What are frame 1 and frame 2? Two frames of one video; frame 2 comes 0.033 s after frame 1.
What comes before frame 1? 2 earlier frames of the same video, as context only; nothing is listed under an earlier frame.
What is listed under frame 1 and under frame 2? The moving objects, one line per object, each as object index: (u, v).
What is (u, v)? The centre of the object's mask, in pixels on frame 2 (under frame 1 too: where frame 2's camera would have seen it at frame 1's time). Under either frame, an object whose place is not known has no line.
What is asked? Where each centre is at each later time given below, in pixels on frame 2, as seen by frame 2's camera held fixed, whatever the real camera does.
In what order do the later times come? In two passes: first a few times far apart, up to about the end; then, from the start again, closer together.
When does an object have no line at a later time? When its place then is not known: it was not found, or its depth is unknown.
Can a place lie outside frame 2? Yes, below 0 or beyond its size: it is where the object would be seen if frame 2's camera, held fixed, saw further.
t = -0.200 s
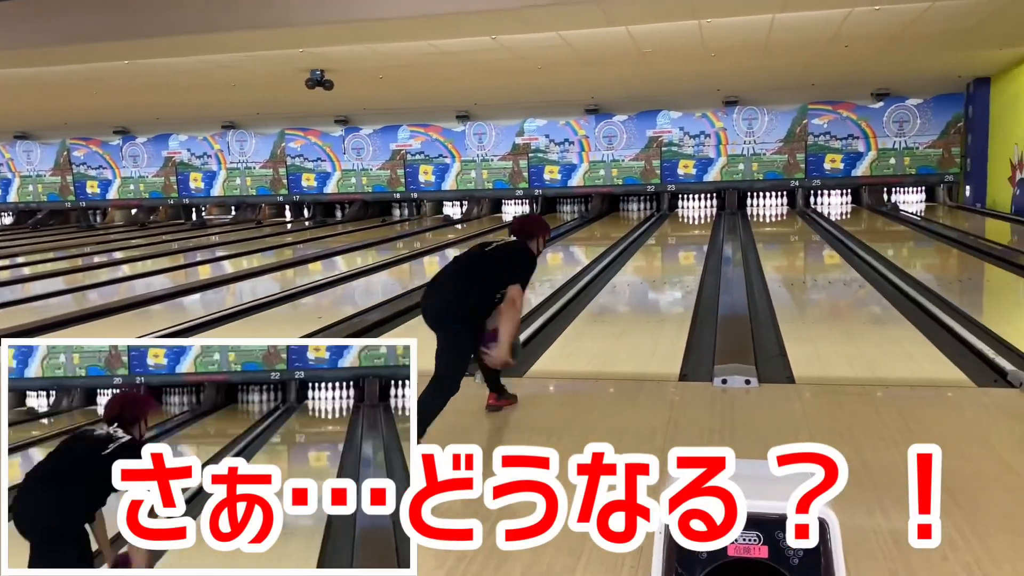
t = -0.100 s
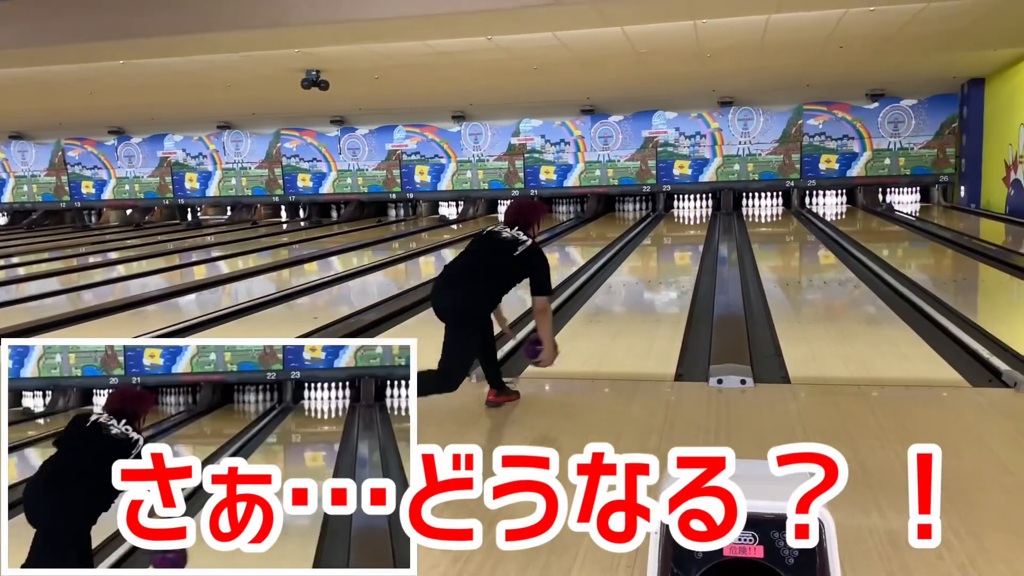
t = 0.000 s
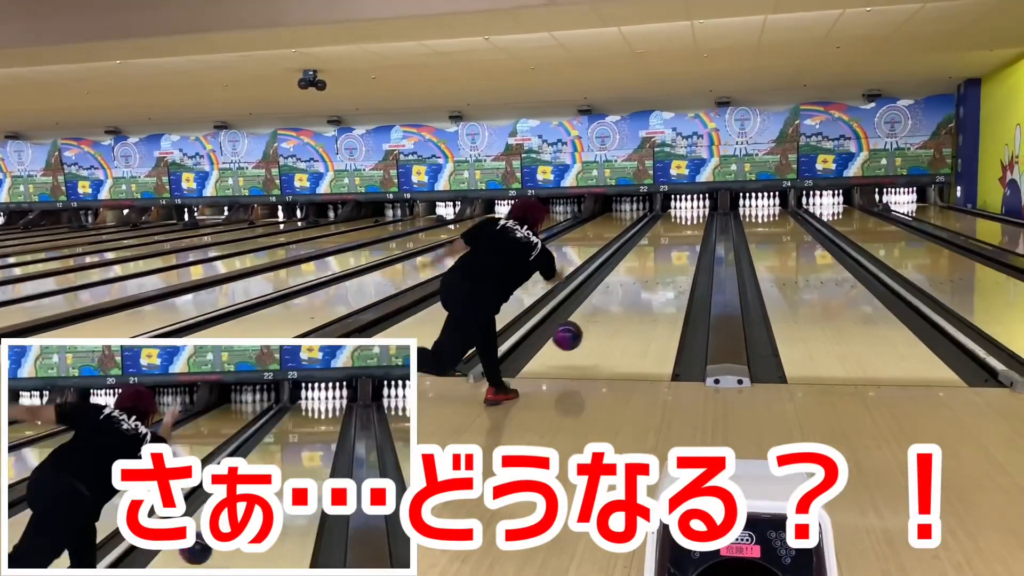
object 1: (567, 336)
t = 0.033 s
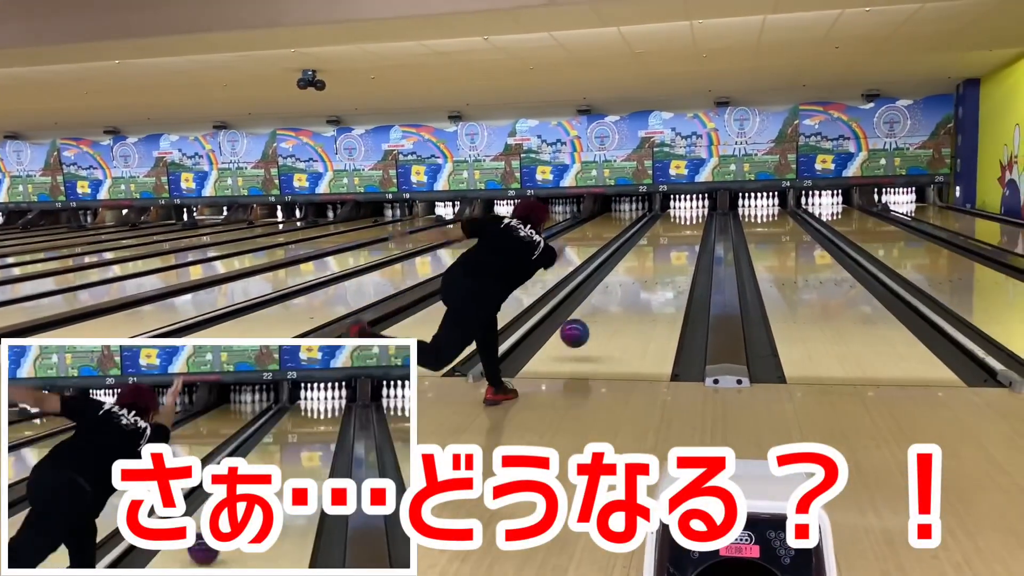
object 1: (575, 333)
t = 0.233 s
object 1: (612, 308)
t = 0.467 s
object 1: (640, 280)
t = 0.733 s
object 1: (661, 258)
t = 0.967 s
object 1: (674, 244)
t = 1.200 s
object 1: (683, 233)
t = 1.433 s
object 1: (689, 225)
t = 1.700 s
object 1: (693, 217)
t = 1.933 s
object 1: (694, 212)
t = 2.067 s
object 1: (693, 209)
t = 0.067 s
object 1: (582, 332)
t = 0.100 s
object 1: (589, 333)
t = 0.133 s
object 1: (596, 324)
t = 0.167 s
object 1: (602, 317)
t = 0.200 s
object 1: (607, 311)
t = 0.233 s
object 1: (612, 308)
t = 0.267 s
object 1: (617, 304)
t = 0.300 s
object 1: (621, 299)
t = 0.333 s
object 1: (625, 295)
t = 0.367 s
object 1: (629, 291)
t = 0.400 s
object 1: (633, 288)
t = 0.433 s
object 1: (636, 283)
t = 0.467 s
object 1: (640, 280)
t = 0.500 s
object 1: (643, 277)
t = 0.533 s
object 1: (646, 273)
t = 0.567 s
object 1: (649, 271)
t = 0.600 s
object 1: (651, 268)
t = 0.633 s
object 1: (654, 265)
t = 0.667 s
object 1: (656, 263)
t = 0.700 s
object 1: (659, 260)
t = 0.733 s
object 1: (661, 258)
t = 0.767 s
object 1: (663, 255)
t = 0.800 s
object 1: (665, 253)
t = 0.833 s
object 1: (667, 251)
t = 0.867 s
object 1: (669, 249)
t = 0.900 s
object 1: (671, 247)
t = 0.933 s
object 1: (672, 245)
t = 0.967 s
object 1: (674, 244)
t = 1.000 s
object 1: (675, 242)
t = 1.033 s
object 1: (677, 240)
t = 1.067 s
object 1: (678, 239)
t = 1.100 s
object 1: (679, 237)
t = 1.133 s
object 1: (681, 236)
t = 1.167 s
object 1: (682, 235)
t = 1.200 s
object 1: (683, 233)
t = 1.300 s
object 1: (686, 229)
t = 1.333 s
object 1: (687, 228)
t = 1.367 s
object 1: (688, 227)
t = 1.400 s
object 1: (689, 226)
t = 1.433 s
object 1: (689, 225)
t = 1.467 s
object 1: (690, 223)
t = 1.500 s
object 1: (690, 222)
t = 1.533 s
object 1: (691, 222)
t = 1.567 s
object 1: (692, 221)
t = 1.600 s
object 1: (692, 220)
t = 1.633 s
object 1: (692, 219)
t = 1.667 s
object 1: (692, 218)
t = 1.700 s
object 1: (693, 217)
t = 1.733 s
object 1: (693, 216)
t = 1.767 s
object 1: (693, 216)
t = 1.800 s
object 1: (694, 215)
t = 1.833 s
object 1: (694, 214)
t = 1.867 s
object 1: (694, 214)
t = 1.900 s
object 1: (694, 213)
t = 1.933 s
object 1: (694, 212)
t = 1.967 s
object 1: (694, 211)
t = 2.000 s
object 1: (694, 211)
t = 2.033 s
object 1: (693, 210)
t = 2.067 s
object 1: (693, 209)
